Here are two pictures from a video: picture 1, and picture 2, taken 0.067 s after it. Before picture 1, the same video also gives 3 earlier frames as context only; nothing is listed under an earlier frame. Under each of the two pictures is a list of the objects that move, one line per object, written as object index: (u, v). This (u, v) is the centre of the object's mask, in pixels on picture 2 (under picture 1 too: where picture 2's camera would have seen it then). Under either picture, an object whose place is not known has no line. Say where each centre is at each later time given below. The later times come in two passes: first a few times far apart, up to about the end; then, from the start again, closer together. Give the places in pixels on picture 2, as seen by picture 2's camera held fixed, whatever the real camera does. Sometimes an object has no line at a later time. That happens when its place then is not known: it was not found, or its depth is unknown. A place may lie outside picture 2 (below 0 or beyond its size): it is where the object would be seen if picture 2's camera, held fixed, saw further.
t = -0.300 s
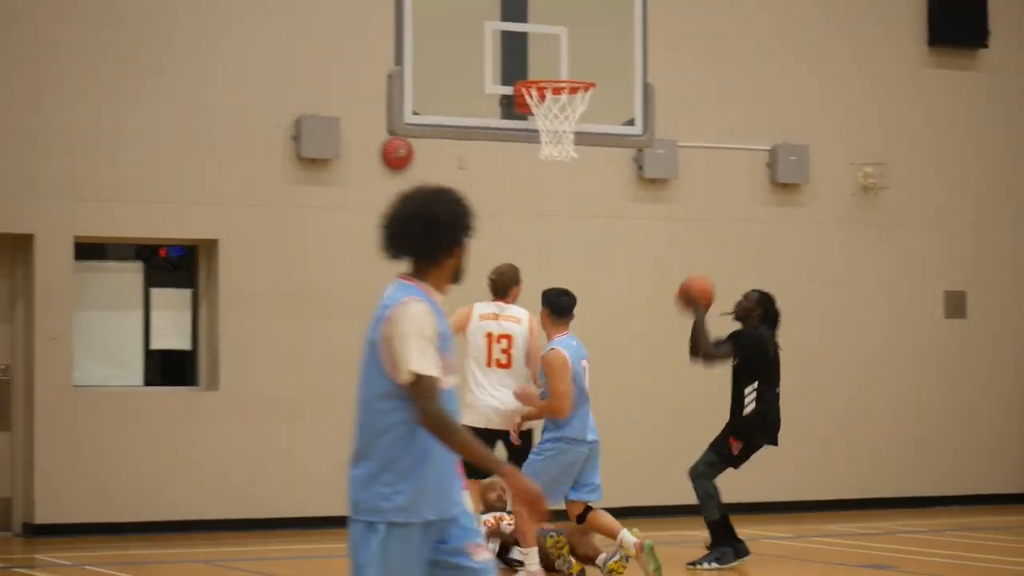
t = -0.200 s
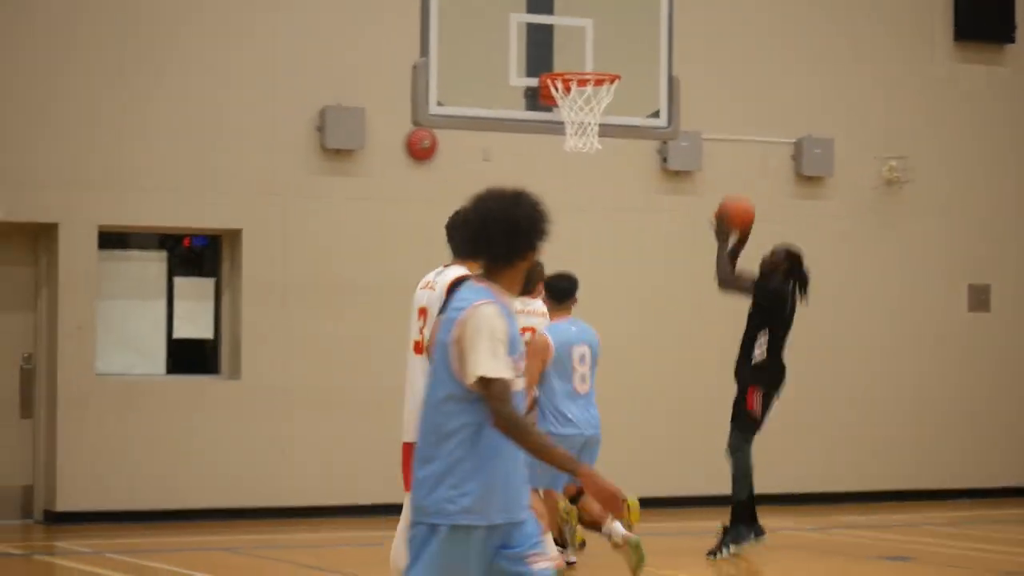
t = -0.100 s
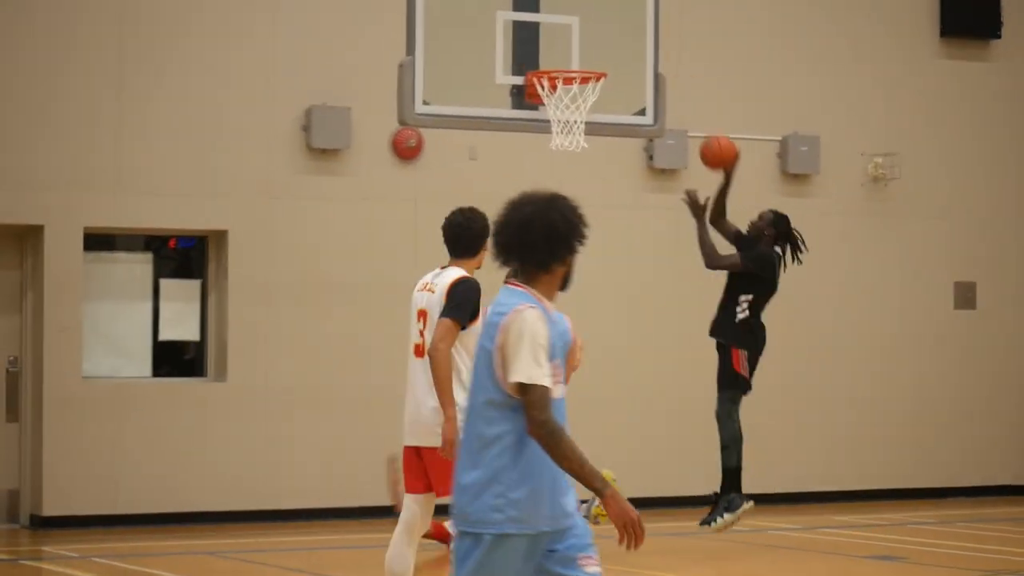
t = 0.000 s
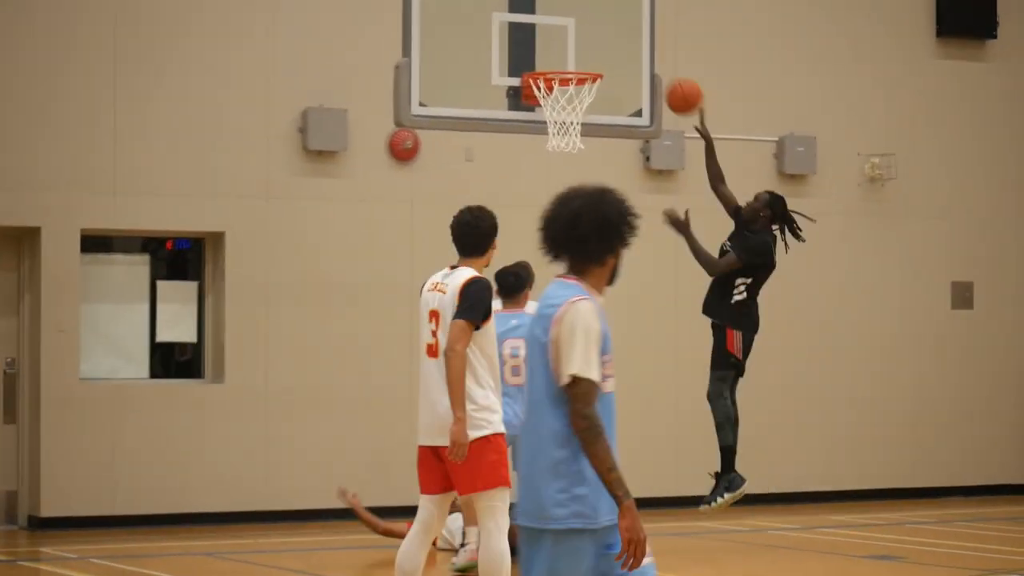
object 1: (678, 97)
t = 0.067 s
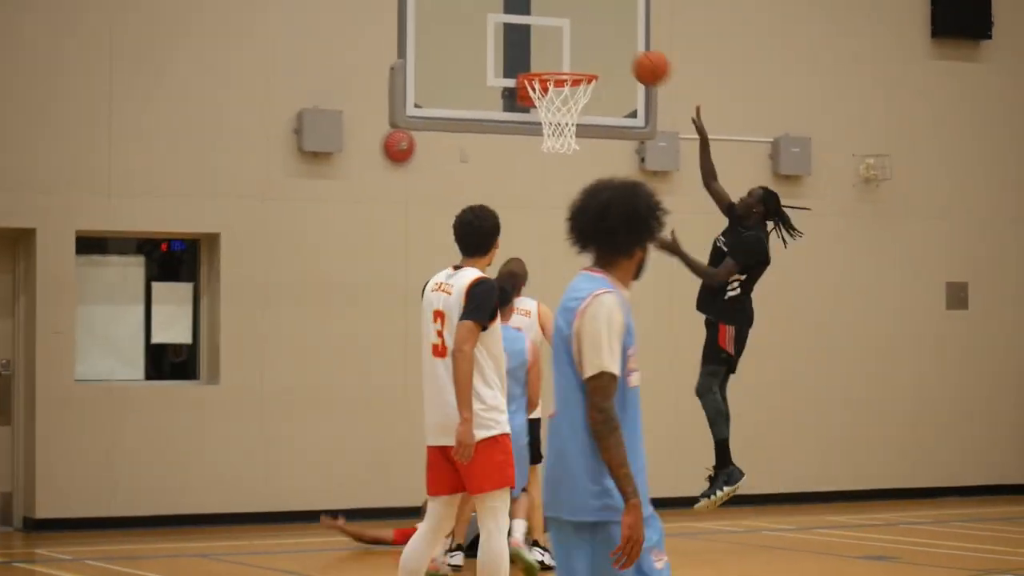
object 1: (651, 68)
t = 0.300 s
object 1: (572, 17)
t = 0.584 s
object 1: (557, 64)
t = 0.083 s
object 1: (644, 61)
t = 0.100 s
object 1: (637, 55)
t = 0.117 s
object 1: (630, 49)
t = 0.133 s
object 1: (623, 44)
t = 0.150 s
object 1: (616, 40)
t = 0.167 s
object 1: (610, 35)
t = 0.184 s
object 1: (603, 31)
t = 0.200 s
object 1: (596, 27)
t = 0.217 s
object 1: (589, 25)
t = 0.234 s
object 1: (582, 22)
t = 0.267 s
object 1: (574, 19)
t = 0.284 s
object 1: (573, 18)
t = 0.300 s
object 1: (572, 17)
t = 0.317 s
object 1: (571, 17)
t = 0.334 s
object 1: (570, 17)
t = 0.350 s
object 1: (569, 18)
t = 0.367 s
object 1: (568, 19)
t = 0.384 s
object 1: (567, 21)
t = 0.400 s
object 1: (566, 23)
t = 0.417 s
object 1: (565, 25)
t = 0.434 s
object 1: (564, 28)
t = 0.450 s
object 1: (563, 32)
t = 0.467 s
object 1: (562, 36)
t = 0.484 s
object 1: (560, 40)
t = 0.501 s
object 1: (559, 45)
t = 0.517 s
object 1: (558, 50)
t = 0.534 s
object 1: (557, 55)
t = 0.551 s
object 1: (556, 59)
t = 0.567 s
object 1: (555, 62)
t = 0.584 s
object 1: (557, 64)
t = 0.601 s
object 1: (560, 65)
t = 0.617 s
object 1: (561, 72)
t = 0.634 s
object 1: (566, 83)
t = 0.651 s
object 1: (565, 89)
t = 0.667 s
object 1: (565, 94)
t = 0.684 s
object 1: (568, 97)
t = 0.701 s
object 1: (571, 98)
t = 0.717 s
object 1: (570, 101)
